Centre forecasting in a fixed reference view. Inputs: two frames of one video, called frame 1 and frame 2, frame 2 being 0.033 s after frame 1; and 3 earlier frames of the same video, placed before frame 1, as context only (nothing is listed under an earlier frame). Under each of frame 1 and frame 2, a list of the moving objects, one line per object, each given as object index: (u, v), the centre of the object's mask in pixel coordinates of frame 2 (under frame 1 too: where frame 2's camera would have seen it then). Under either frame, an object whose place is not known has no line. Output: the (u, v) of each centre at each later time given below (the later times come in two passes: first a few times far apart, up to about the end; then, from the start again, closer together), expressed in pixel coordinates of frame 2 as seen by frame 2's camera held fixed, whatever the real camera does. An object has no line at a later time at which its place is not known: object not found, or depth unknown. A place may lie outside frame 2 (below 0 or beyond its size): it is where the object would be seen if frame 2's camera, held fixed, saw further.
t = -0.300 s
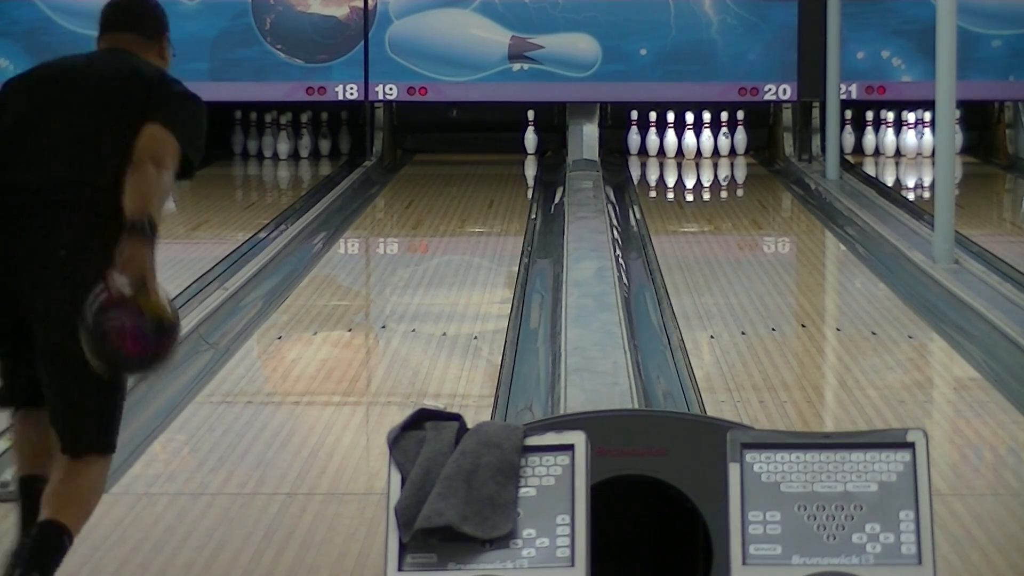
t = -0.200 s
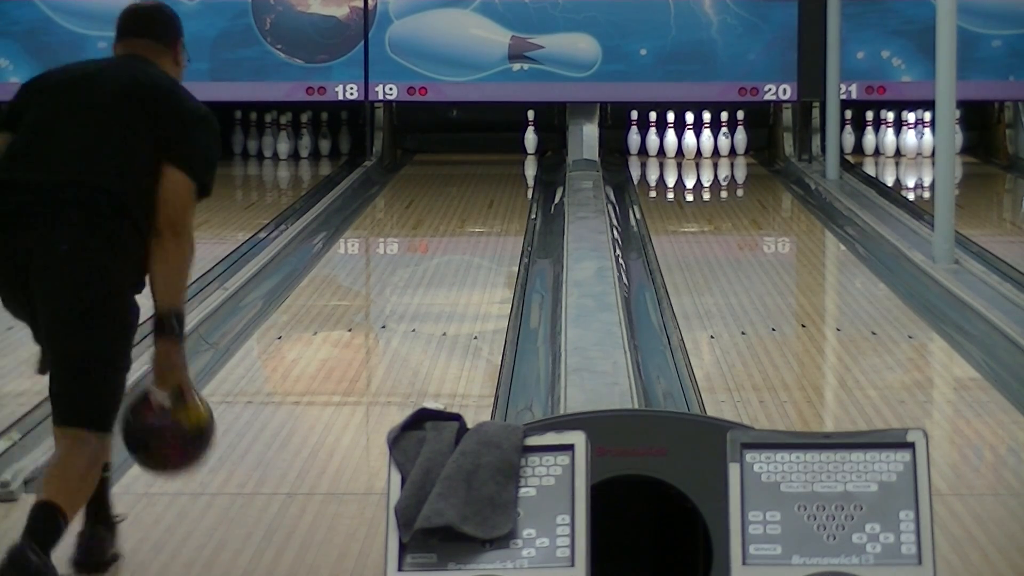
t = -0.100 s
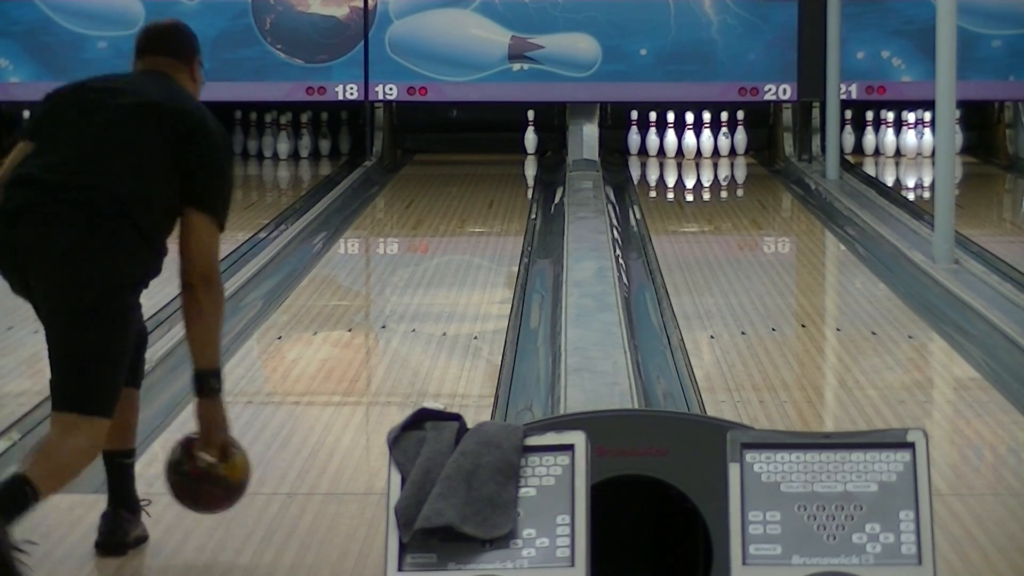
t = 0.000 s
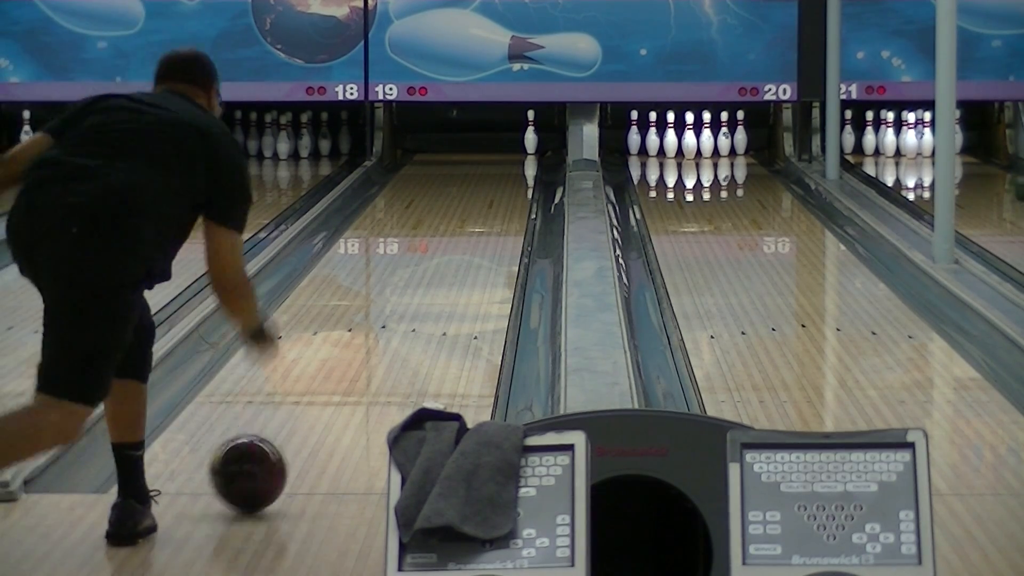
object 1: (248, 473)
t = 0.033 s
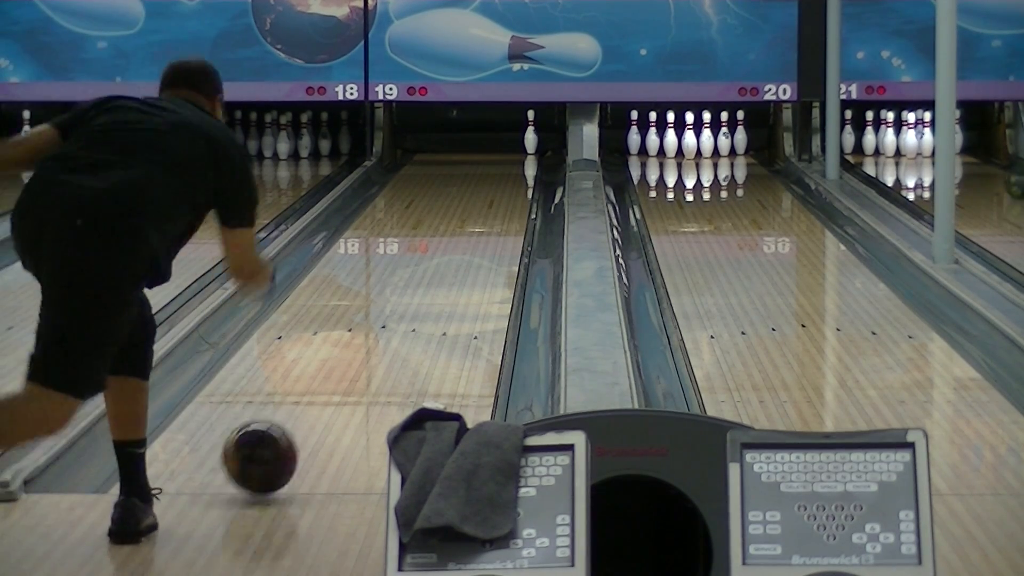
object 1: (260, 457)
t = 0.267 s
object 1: (327, 385)
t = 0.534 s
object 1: (381, 325)
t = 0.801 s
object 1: (420, 281)
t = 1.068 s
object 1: (450, 246)
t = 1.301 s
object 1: (474, 223)
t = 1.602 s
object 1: (491, 197)
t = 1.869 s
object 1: (505, 178)
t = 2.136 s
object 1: (514, 165)
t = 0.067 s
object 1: (271, 445)
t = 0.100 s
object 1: (282, 436)
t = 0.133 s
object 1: (292, 425)
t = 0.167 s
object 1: (301, 414)
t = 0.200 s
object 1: (310, 404)
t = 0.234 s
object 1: (319, 394)
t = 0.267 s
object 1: (327, 385)
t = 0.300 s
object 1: (335, 377)
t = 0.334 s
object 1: (342, 368)
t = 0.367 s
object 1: (349, 360)
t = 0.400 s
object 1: (356, 353)
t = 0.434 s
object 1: (363, 345)
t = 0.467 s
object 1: (369, 338)
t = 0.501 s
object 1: (375, 331)
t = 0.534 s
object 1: (381, 325)
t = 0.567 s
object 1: (387, 319)
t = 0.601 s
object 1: (392, 313)
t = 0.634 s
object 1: (397, 306)
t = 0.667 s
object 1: (402, 301)
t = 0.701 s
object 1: (407, 296)
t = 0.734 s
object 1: (411, 291)
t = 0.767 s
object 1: (416, 286)
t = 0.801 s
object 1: (420, 281)
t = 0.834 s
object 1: (424, 276)
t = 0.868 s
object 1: (428, 271)
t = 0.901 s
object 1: (432, 266)
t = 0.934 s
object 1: (436, 262)
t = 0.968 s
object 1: (439, 258)
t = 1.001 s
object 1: (443, 254)
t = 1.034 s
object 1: (446, 250)
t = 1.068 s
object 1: (450, 246)
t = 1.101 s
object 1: (453, 242)
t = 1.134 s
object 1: (456, 239)
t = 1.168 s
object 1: (459, 235)
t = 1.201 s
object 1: (462, 232)
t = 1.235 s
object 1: (465, 228)
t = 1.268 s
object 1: (469, 225)
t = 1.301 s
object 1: (474, 223)
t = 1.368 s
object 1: (475, 217)
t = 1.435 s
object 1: (479, 210)
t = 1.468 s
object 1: (482, 207)
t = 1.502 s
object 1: (484, 204)
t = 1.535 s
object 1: (487, 202)
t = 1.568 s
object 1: (488, 199)
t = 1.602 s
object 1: (491, 197)
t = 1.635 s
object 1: (492, 194)
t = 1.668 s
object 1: (494, 191)
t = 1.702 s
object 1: (496, 190)
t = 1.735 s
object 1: (498, 187)
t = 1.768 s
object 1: (500, 184)
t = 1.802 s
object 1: (502, 182)
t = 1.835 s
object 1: (504, 180)
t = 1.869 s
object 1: (505, 178)
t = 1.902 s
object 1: (506, 176)
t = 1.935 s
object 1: (507, 174)
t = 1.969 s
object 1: (509, 173)
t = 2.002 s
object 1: (510, 172)
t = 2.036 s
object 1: (512, 169)
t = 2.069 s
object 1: (513, 168)
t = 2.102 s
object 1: (513, 166)
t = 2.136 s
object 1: (514, 165)
